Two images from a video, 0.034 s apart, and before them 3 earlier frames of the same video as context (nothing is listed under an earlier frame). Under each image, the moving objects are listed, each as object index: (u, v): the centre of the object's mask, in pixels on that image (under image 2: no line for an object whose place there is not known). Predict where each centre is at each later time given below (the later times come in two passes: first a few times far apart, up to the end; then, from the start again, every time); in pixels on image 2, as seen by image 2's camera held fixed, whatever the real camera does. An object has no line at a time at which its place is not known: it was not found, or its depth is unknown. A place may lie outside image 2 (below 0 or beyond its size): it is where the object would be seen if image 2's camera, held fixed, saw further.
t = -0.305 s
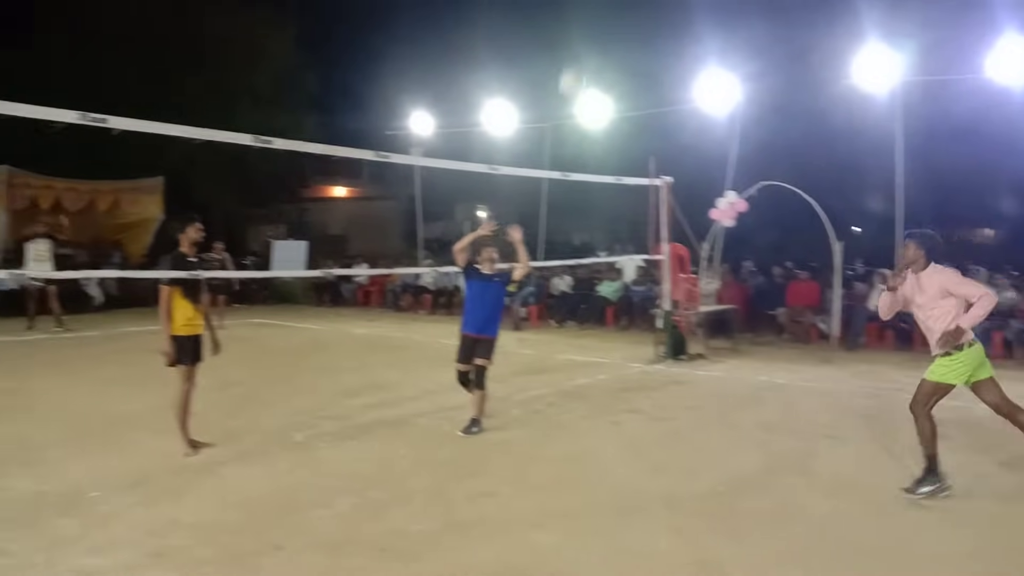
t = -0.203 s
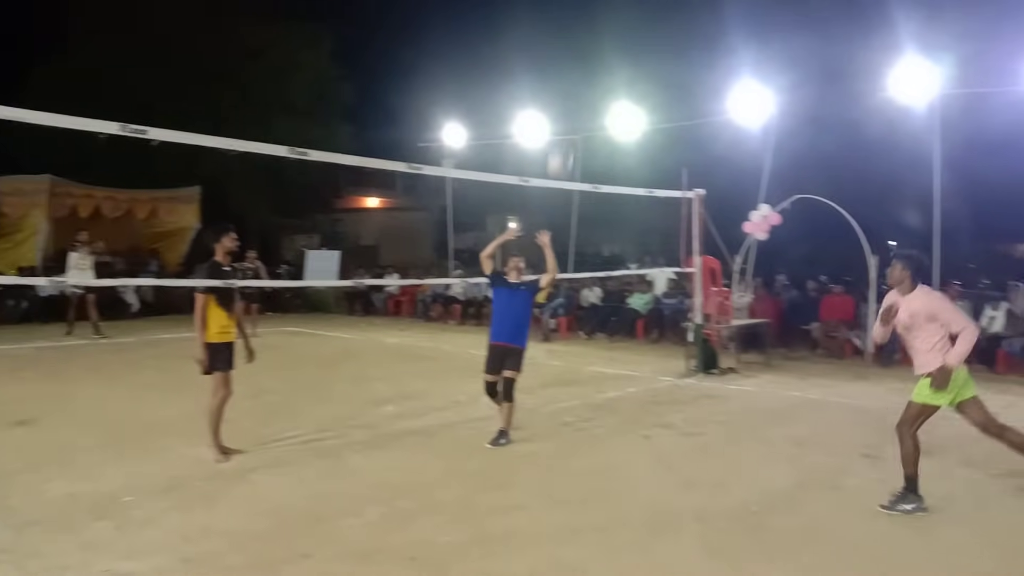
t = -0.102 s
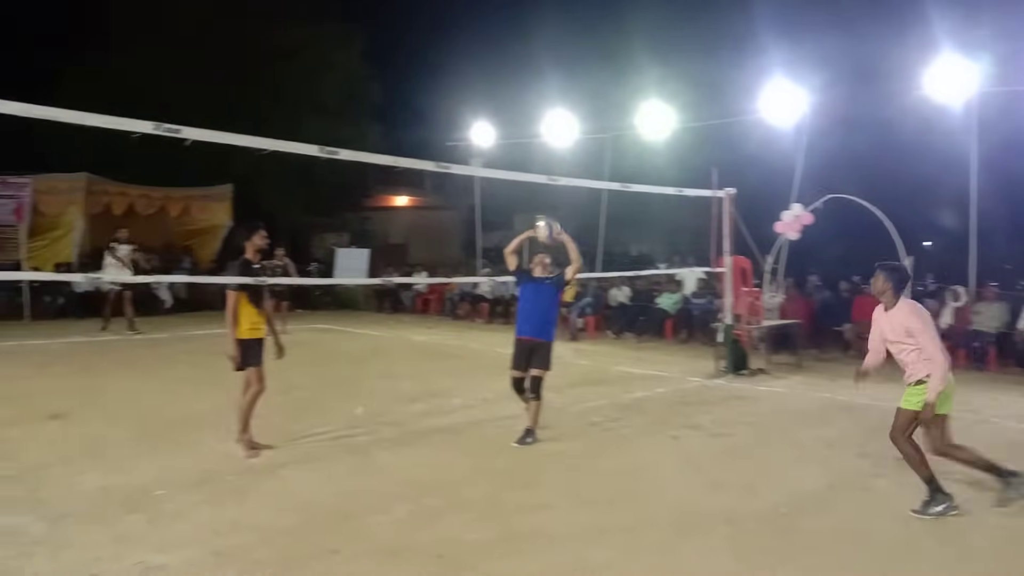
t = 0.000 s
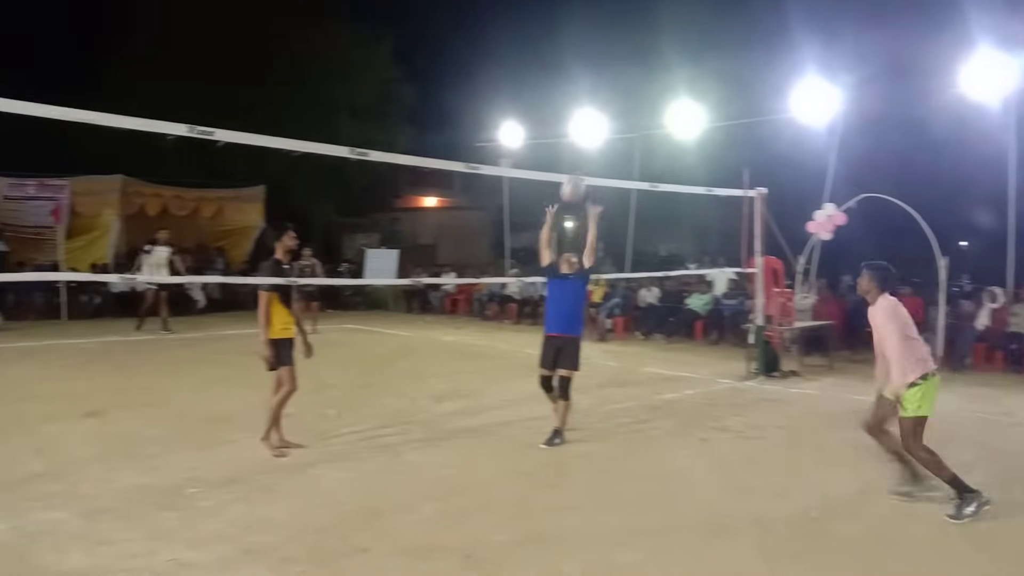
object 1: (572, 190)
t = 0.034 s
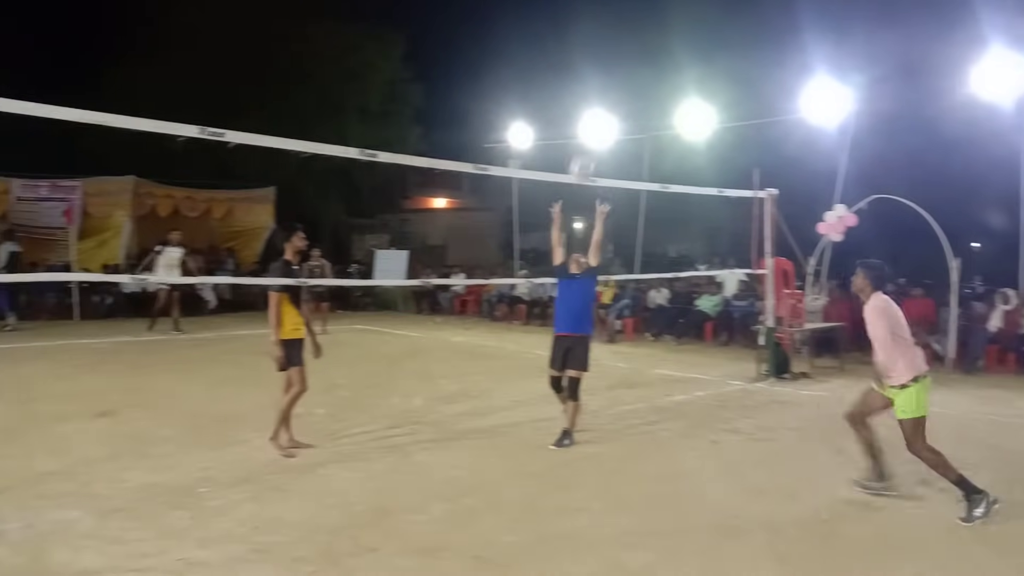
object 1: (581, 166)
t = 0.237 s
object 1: (575, 70)
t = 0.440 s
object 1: (568, 20)
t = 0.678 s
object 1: (556, 21)
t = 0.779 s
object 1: (551, 41)
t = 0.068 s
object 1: (576, 150)
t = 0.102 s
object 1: (572, 131)
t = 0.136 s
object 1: (574, 112)
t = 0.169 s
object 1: (577, 97)
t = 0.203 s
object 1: (576, 84)
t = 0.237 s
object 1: (575, 70)
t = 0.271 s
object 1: (574, 58)
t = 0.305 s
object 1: (573, 48)
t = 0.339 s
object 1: (572, 39)
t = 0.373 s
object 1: (570, 31)
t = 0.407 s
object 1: (569, 25)
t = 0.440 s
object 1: (568, 20)
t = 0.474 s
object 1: (566, 16)
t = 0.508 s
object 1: (565, 14)
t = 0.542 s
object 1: (563, 12)
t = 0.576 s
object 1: (561, 12)
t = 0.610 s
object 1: (560, 14)
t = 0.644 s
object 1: (558, 17)
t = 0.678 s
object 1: (556, 21)
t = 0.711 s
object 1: (555, 27)
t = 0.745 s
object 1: (553, 33)
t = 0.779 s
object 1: (551, 41)
